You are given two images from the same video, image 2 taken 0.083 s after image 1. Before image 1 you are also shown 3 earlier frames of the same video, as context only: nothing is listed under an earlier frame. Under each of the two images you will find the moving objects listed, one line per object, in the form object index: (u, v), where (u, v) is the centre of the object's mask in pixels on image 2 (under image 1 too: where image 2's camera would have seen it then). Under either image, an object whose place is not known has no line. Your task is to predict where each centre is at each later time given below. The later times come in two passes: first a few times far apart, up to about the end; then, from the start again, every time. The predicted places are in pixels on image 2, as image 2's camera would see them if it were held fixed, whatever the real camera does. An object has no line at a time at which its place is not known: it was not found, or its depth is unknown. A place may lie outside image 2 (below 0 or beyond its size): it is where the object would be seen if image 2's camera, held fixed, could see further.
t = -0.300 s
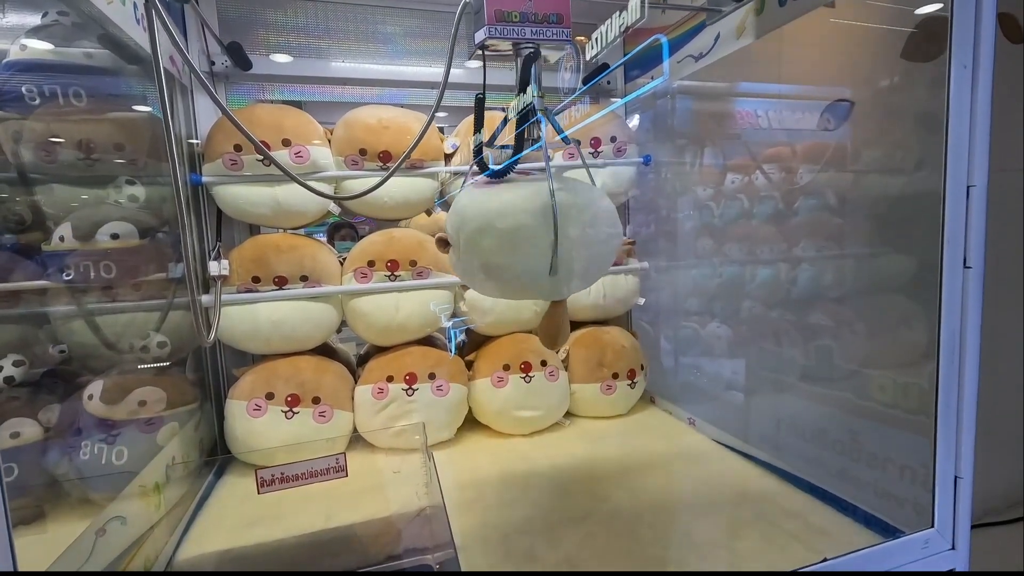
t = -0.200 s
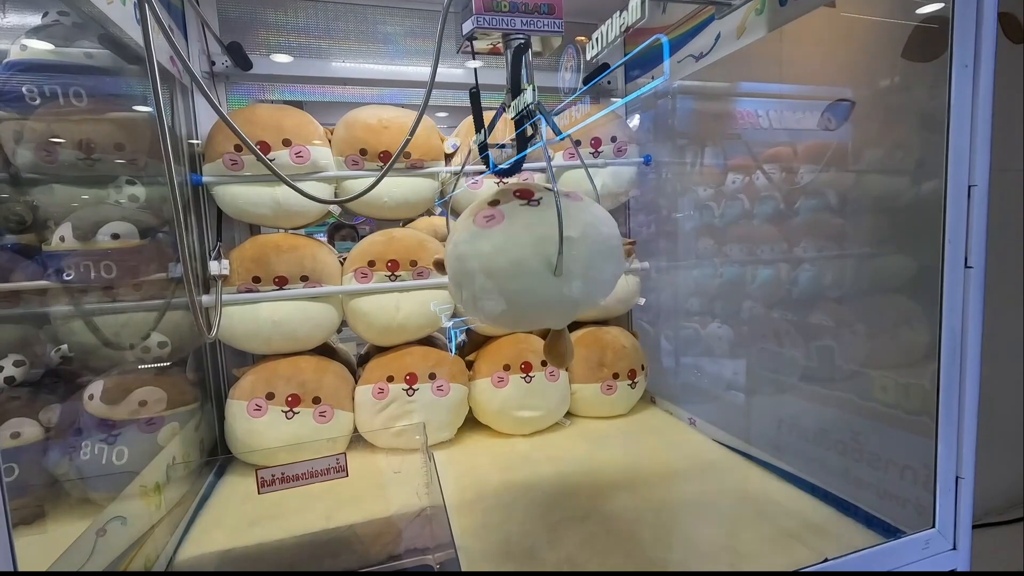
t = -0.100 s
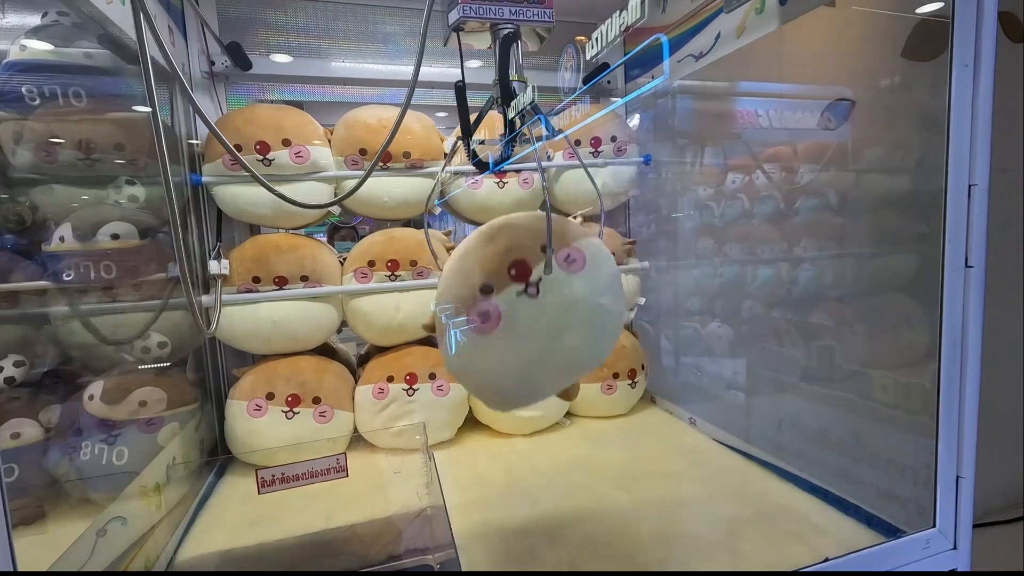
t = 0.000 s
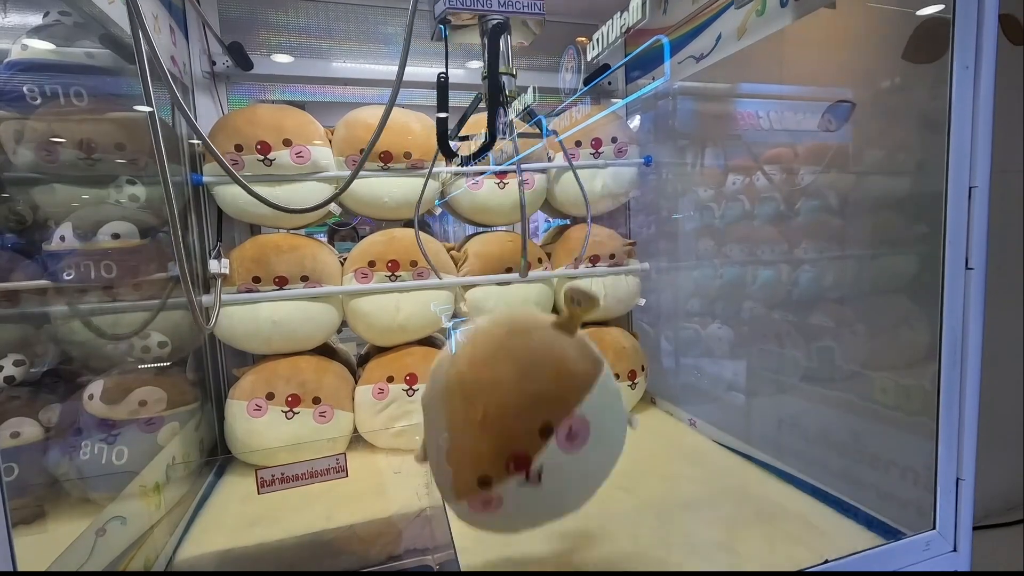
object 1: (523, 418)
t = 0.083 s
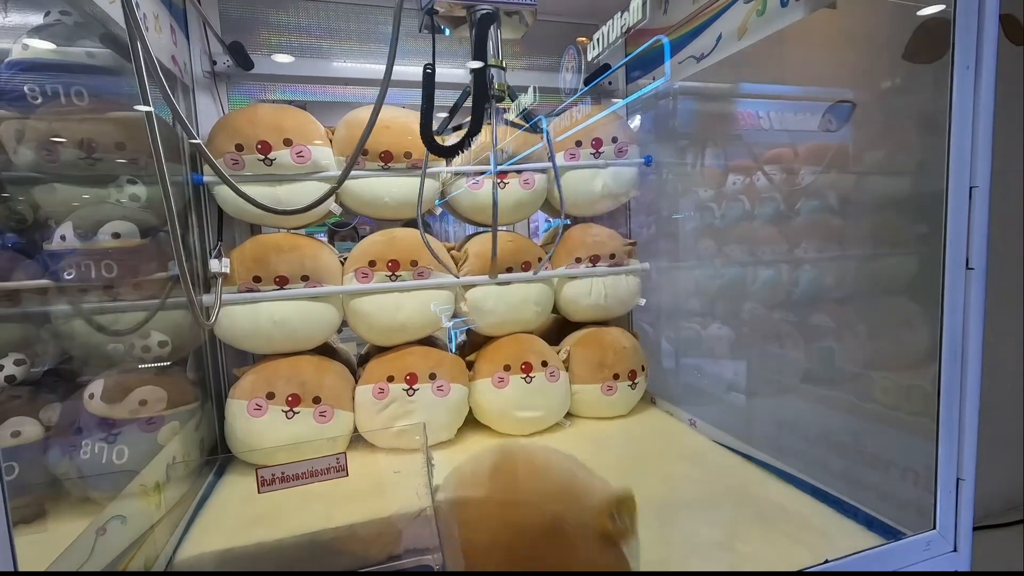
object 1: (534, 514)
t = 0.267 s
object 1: (562, 512)
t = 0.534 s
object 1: (534, 519)
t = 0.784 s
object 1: (541, 522)
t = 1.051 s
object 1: (542, 527)
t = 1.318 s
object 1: (543, 530)
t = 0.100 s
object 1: (538, 524)
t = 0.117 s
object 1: (548, 529)
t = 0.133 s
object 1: (558, 530)
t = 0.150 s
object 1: (563, 528)
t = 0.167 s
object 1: (565, 525)
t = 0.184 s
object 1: (565, 522)
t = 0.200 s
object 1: (565, 519)
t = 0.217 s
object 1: (565, 517)
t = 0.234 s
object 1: (564, 514)
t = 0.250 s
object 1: (563, 513)
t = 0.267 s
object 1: (562, 512)
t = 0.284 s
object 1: (562, 512)
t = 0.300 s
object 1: (561, 512)
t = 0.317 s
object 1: (560, 514)
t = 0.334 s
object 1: (559, 516)
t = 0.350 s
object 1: (558, 519)
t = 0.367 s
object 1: (556, 521)
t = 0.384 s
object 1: (554, 521)
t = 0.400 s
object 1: (552, 521)
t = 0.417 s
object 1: (550, 521)
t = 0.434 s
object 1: (547, 520)
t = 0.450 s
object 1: (546, 519)
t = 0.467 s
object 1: (545, 519)
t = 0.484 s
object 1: (541, 518)
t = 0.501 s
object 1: (538, 519)
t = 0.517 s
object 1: (535, 519)
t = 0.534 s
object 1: (534, 519)
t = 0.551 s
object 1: (534, 519)
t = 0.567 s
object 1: (535, 518)
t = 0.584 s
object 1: (536, 518)
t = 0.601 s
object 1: (537, 519)
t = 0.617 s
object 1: (538, 519)
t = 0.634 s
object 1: (539, 519)
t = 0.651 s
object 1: (540, 519)
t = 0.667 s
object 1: (541, 520)
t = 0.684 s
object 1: (541, 520)
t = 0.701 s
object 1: (541, 520)
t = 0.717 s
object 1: (541, 520)
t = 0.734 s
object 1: (541, 521)
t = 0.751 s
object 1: (541, 521)
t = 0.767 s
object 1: (541, 522)
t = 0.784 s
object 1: (541, 522)
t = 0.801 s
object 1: (543, 523)
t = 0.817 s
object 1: (541, 523)
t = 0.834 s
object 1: (542, 524)
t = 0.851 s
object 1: (543, 525)
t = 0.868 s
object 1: (541, 525)
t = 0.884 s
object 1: (542, 525)
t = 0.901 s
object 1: (542, 525)
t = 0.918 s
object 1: (542, 525)
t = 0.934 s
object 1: (541, 525)
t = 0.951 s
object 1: (541, 525)
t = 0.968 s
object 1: (542, 525)
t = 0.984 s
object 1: (541, 526)
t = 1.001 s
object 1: (542, 526)
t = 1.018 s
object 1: (542, 526)
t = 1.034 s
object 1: (542, 526)
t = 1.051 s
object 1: (542, 527)
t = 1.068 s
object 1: (542, 527)
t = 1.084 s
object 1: (542, 527)
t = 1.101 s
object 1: (542, 527)
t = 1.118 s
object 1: (542, 527)
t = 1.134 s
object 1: (542, 527)
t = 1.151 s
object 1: (542, 527)
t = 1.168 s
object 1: (542, 528)
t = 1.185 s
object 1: (542, 528)
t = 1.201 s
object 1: (542, 528)
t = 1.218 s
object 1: (542, 528)
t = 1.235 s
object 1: (542, 529)
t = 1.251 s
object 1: (542, 529)
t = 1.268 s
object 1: (542, 529)
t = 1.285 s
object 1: (543, 530)
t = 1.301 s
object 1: (543, 530)
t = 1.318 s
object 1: (543, 530)
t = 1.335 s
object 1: (543, 531)
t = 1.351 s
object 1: (543, 531)
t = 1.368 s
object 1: (543, 531)
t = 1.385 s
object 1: (543, 532)
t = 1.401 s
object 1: (543, 532)
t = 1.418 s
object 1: (543, 532)
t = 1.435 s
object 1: (544, 532)
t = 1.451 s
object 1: (544, 533)
